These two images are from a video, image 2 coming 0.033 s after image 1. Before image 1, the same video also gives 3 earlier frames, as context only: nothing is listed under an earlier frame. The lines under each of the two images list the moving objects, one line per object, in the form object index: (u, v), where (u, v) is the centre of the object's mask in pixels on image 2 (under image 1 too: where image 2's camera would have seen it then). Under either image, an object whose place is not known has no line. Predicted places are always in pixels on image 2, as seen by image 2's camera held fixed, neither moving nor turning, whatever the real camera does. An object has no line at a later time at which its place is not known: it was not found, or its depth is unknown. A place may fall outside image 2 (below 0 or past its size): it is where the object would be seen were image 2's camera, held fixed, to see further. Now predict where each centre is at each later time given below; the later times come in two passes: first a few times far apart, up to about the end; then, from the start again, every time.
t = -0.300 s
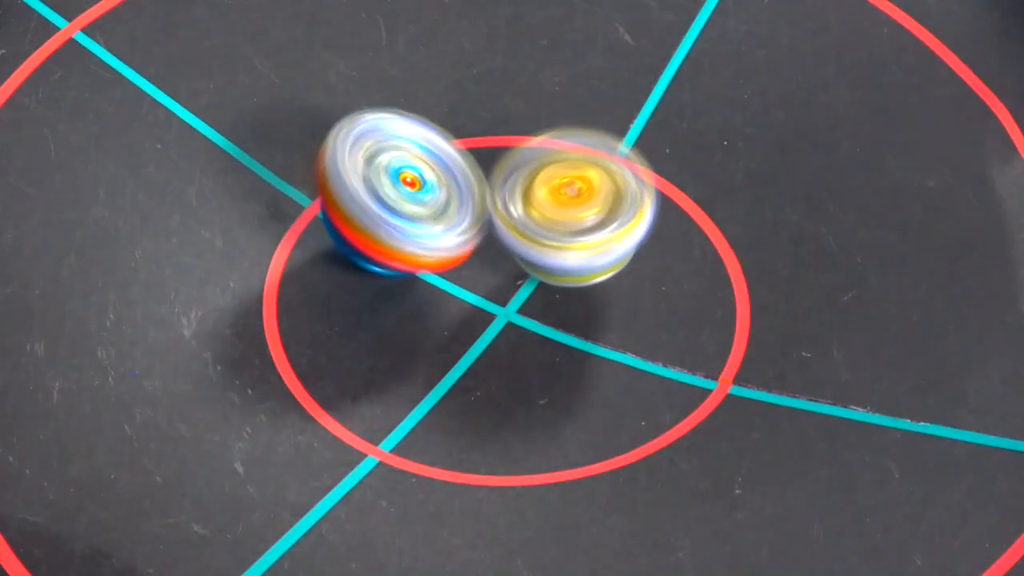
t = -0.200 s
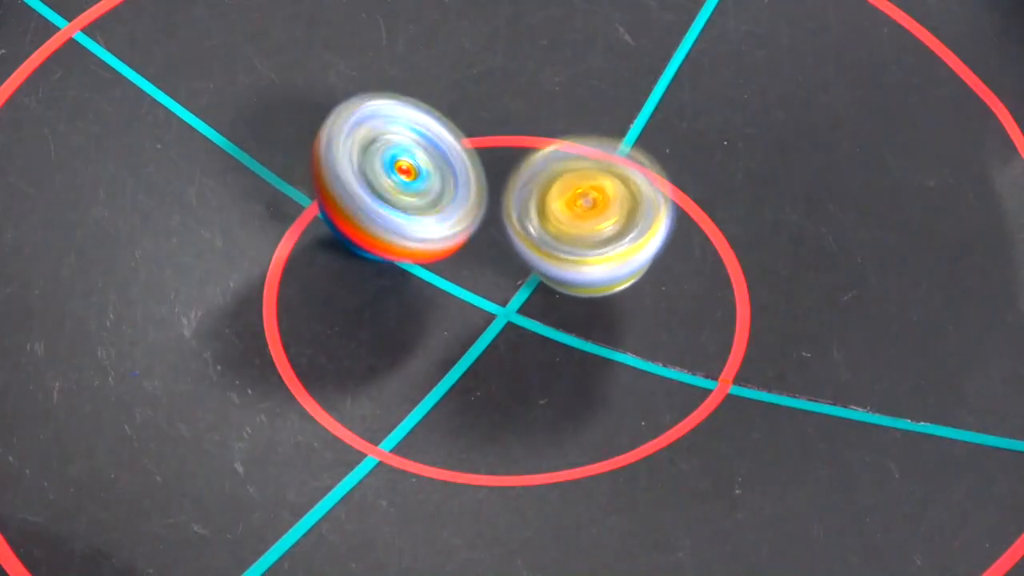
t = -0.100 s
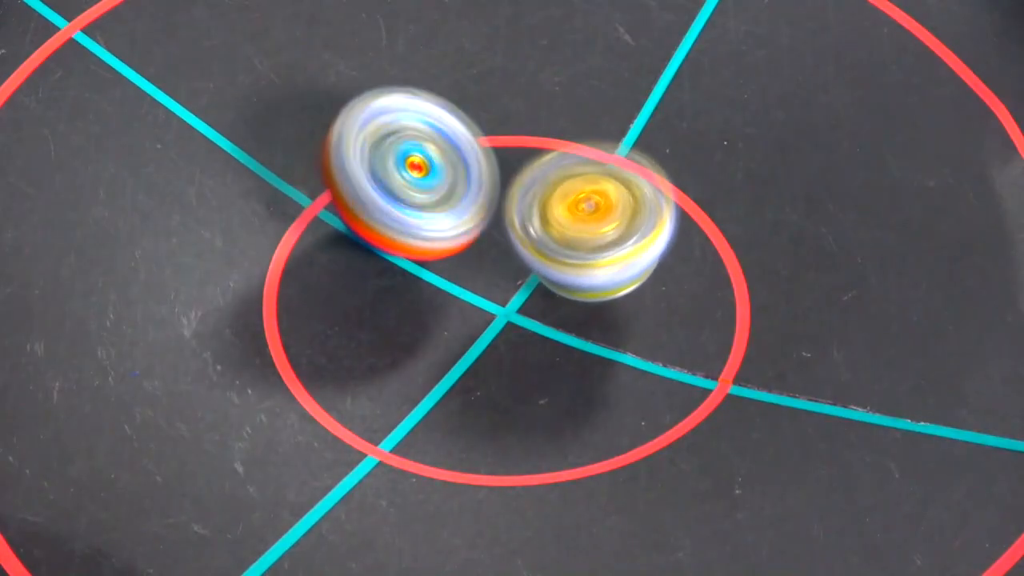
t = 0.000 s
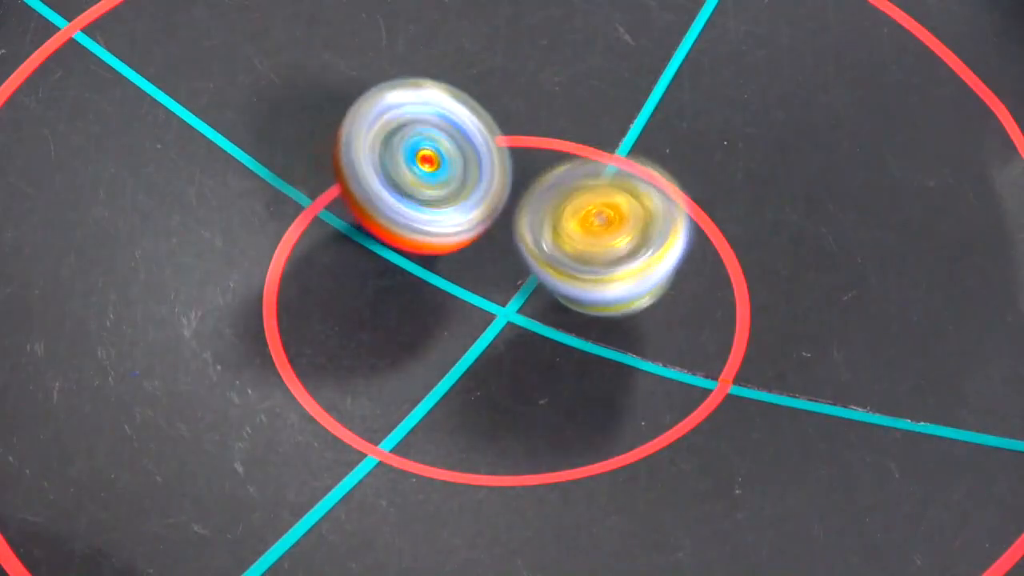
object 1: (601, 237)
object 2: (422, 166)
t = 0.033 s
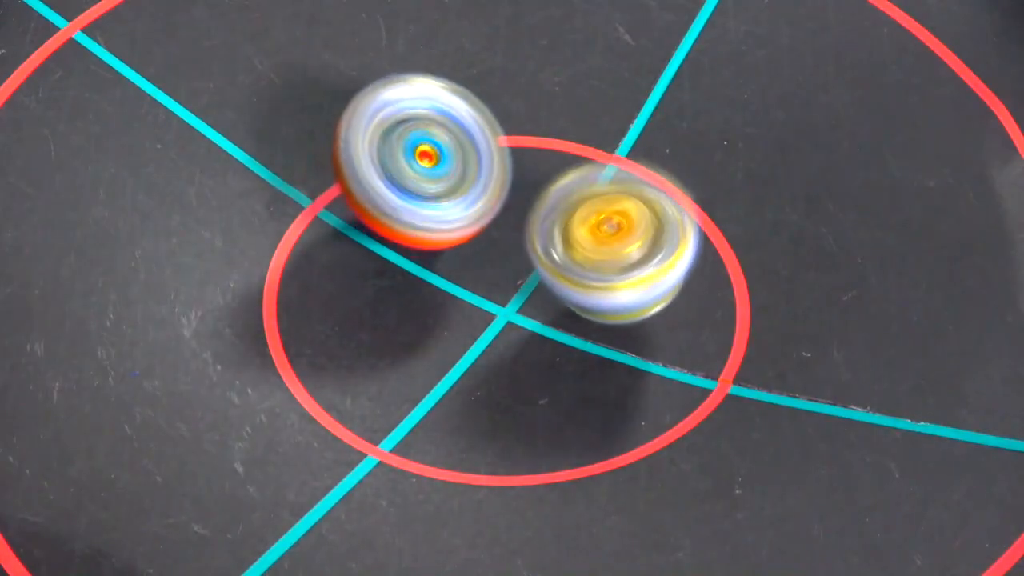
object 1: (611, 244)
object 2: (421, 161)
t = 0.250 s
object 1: (607, 264)
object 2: (470, 163)
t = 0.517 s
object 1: (603, 347)
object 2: (509, 143)
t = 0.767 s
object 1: (446, 403)
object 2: (594, 120)
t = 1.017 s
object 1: (302, 446)
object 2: (600, 126)
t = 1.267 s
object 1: (346, 308)
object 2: (578, 277)
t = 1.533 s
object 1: (268, 109)
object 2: (638, 299)
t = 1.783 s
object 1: (407, 116)
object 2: (520, 268)
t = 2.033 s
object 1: (520, 176)
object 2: (417, 288)
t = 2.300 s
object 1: (575, 189)
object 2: (380, 256)
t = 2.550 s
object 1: (699, 194)
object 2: (330, 211)
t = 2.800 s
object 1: (817, 223)
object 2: (391, 191)
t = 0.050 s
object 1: (614, 247)
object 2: (422, 160)
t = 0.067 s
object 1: (615, 249)
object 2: (425, 159)
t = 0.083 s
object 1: (616, 252)
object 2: (426, 159)
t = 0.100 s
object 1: (616, 253)
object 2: (430, 158)
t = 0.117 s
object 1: (616, 255)
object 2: (433, 158)
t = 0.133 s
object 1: (617, 257)
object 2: (437, 158)
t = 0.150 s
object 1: (616, 258)
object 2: (440, 159)
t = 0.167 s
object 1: (616, 260)
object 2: (445, 159)
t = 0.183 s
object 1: (615, 261)
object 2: (450, 160)
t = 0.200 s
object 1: (614, 262)
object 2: (455, 160)
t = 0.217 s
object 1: (611, 262)
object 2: (459, 162)
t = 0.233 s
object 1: (610, 263)
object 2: (465, 162)
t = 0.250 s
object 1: (607, 264)
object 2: (470, 163)
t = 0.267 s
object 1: (603, 265)
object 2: (474, 163)
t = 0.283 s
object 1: (601, 266)
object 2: (480, 165)
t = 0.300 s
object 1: (605, 277)
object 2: (482, 162)
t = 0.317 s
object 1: (610, 291)
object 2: (484, 153)
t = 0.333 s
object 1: (613, 300)
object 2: (484, 148)
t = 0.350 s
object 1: (616, 311)
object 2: (485, 143)
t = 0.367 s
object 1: (619, 319)
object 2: (487, 138)
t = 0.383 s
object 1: (619, 326)
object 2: (488, 136)
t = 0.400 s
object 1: (619, 332)
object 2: (490, 135)
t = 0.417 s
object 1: (619, 336)
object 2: (492, 134)
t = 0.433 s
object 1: (617, 340)
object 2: (495, 133)
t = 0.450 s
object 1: (616, 343)
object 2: (497, 135)
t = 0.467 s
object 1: (614, 345)
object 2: (500, 136)
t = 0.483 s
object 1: (610, 347)
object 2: (503, 138)
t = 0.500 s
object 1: (608, 346)
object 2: (506, 140)
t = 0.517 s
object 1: (603, 347)
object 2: (509, 143)
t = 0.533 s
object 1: (599, 346)
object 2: (513, 146)
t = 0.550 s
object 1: (594, 345)
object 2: (517, 150)
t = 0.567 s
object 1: (588, 344)
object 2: (520, 153)
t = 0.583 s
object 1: (583, 341)
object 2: (524, 158)
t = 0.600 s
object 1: (577, 339)
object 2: (528, 162)
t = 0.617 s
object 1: (570, 335)
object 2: (533, 167)
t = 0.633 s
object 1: (563, 332)
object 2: (536, 172)
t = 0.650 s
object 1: (555, 330)
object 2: (541, 174)
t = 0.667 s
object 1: (549, 325)
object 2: (545, 178)
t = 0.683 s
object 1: (538, 325)
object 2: (549, 182)
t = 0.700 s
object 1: (522, 342)
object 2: (558, 178)
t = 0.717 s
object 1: (499, 365)
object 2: (569, 158)
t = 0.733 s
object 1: (483, 380)
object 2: (577, 142)
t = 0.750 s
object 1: (466, 387)
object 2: (586, 130)
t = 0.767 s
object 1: (446, 403)
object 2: (594, 120)
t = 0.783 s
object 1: (427, 422)
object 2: (599, 108)
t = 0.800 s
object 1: (407, 433)
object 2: (604, 99)
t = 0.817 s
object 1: (391, 439)
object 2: (608, 91)
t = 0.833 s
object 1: (378, 445)
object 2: (611, 85)
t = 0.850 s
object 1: (365, 451)
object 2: (613, 83)
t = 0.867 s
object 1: (352, 457)
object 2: (613, 81)
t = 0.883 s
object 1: (342, 458)
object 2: (613, 81)
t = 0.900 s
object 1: (332, 460)
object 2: (612, 83)
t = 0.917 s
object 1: (324, 461)
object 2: (612, 85)
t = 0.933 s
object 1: (318, 461)
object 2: (610, 89)
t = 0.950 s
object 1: (313, 460)
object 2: (608, 95)
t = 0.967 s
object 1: (309, 457)
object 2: (607, 102)
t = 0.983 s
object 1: (305, 455)
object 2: (605, 109)
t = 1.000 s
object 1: (303, 450)
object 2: (602, 117)
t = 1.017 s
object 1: (302, 446)
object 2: (600, 126)
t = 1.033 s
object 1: (301, 440)
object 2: (597, 137)
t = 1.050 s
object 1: (302, 435)
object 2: (593, 147)
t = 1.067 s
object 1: (303, 427)
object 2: (591, 158)
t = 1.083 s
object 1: (306, 419)
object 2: (587, 169)
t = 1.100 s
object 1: (308, 411)
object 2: (584, 180)
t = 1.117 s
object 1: (313, 403)
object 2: (581, 191)
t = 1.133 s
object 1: (318, 395)
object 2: (576, 203)
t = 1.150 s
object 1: (323, 384)
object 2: (572, 215)
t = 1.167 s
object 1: (330, 376)
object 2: (568, 227)
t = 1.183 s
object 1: (336, 365)
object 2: (564, 237)
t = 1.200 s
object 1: (344, 353)
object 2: (560, 247)
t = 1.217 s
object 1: (352, 341)
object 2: (556, 257)
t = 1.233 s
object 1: (360, 329)
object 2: (553, 265)
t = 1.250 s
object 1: (361, 321)
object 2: (558, 274)
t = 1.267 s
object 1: (346, 308)
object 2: (578, 277)
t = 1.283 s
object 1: (329, 295)
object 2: (596, 281)
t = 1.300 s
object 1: (314, 282)
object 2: (613, 284)
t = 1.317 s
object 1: (299, 268)
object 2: (627, 287)
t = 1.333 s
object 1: (288, 254)
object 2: (637, 291)
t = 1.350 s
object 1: (279, 239)
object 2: (646, 293)
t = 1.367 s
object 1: (273, 225)
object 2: (652, 296)
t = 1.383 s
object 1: (266, 210)
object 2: (656, 297)
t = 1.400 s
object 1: (261, 197)
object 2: (657, 300)
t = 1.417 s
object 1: (258, 183)
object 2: (658, 301)
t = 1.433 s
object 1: (255, 171)
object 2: (656, 302)
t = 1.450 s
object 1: (255, 158)
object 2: (654, 303)
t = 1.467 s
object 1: (256, 149)
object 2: (652, 303)
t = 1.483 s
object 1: (257, 137)
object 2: (649, 303)
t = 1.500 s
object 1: (259, 127)
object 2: (646, 302)
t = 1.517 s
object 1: (263, 117)
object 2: (642, 301)
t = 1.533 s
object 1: (268, 109)
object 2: (638, 299)
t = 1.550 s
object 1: (273, 102)
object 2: (634, 298)
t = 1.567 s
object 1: (279, 95)
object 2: (629, 296)
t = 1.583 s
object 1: (285, 90)
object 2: (624, 294)
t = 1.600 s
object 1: (293, 86)
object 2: (618, 292)
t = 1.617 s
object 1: (302, 83)
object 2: (611, 290)
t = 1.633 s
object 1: (311, 81)
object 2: (603, 288)
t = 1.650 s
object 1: (321, 80)
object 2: (595, 286)
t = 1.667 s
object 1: (331, 81)
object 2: (587, 283)
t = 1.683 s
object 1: (341, 83)
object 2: (578, 281)
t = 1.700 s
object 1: (352, 85)
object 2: (569, 279)
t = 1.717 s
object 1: (364, 89)
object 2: (560, 277)
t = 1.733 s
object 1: (374, 93)
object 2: (551, 275)
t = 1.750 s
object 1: (386, 101)
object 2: (540, 273)
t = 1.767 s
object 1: (396, 108)
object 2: (530, 271)
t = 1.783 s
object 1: (407, 116)
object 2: (520, 268)
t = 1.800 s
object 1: (420, 127)
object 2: (511, 267)
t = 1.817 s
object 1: (431, 138)
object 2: (499, 266)
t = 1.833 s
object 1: (442, 145)
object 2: (492, 269)
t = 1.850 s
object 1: (452, 147)
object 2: (485, 275)
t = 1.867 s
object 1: (461, 149)
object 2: (477, 278)
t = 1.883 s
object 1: (469, 150)
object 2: (469, 285)
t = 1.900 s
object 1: (477, 153)
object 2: (462, 287)
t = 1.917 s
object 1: (485, 154)
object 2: (456, 290)
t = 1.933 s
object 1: (490, 157)
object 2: (449, 291)
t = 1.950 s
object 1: (496, 159)
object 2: (443, 292)
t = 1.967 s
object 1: (502, 162)
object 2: (436, 291)
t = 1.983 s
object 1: (506, 165)
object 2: (432, 291)
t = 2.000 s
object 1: (512, 170)
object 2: (426, 291)
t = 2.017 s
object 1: (516, 172)
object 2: (421, 290)
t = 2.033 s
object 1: (520, 176)
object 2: (417, 288)
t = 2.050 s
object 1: (524, 180)
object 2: (414, 287)
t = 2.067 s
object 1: (526, 182)
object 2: (412, 285)
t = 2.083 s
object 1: (528, 187)
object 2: (409, 284)
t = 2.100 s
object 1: (529, 189)
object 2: (407, 281)
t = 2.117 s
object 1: (532, 193)
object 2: (404, 279)
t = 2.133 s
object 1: (535, 194)
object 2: (402, 279)
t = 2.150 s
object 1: (541, 197)
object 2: (397, 278)
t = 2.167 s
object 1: (547, 197)
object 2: (392, 276)
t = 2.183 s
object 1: (553, 195)
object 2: (389, 274)
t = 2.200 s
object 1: (558, 194)
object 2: (386, 271)
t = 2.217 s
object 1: (562, 193)
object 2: (383, 270)
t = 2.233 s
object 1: (565, 194)
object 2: (381, 266)
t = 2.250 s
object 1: (567, 192)
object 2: (380, 264)
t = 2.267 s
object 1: (572, 192)
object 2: (380, 261)
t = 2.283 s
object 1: (572, 191)
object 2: (380, 258)
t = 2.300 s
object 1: (575, 189)
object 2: (380, 256)
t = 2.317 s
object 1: (574, 191)
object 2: (381, 253)
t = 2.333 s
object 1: (574, 189)
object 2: (382, 251)
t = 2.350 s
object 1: (575, 191)
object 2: (384, 248)
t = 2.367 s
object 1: (573, 189)
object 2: (386, 245)
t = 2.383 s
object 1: (575, 191)
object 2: (388, 244)
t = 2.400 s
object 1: (571, 191)
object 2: (391, 240)
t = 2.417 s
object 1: (572, 190)
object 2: (393, 239)
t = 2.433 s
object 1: (569, 193)
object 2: (397, 236)
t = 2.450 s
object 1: (568, 192)
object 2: (400, 234)
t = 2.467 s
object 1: (582, 197)
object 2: (389, 234)
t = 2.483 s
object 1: (607, 199)
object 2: (374, 226)
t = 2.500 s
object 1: (635, 197)
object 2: (362, 218)
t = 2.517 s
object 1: (658, 191)
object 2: (349, 217)
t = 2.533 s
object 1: (678, 188)
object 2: (338, 218)
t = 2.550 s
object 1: (699, 194)
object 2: (330, 211)
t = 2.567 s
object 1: (719, 194)
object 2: (324, 208)
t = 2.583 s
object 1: (740, 188)
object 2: (321, 208)
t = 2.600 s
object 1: (754, 188)
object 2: (320, 204)
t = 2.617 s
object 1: (767, 188)
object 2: (321, 203)
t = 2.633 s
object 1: (782, 192)
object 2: (323, 201)
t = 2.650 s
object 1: (792, 193)
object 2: (327, 200)
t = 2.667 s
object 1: (802, 192)
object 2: (332, 199)
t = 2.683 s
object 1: (807, 198)
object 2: (337, 197)
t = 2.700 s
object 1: (813, 201)
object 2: (343, 197)
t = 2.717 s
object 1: (819, 203)
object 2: (350, 195)
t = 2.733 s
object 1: (821, 208)
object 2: (357, 194)
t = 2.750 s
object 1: (821, 211)
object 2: (365, 192)
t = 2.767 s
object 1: (821, 216)
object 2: (374, 192)
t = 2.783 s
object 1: (820, 221)
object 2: (382, 191)
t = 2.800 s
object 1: (817, 223)
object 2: (391, 191)
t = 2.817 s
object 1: (812, 229)
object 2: (400, 190)
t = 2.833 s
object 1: (806, 235)
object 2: (409, 188)
